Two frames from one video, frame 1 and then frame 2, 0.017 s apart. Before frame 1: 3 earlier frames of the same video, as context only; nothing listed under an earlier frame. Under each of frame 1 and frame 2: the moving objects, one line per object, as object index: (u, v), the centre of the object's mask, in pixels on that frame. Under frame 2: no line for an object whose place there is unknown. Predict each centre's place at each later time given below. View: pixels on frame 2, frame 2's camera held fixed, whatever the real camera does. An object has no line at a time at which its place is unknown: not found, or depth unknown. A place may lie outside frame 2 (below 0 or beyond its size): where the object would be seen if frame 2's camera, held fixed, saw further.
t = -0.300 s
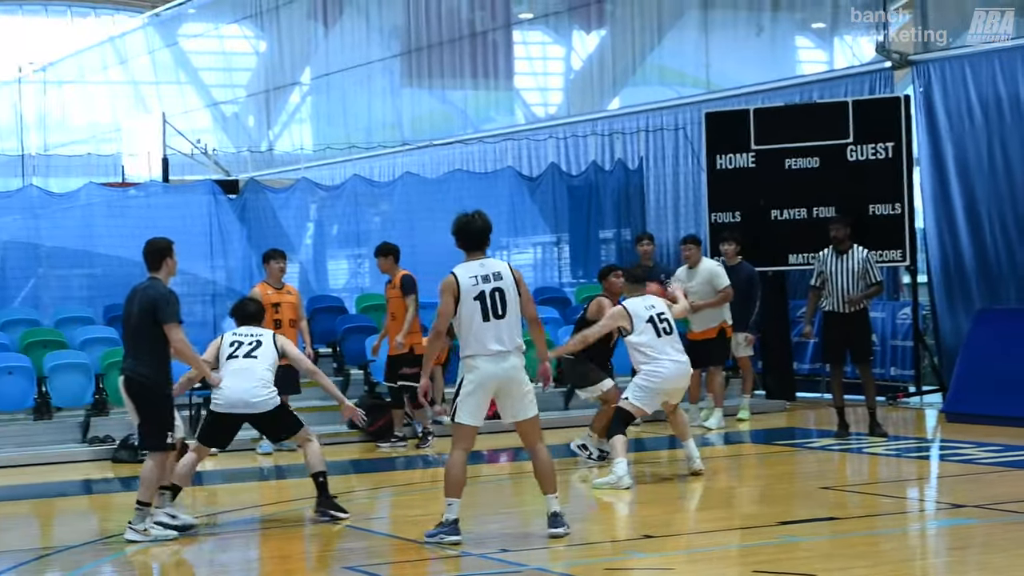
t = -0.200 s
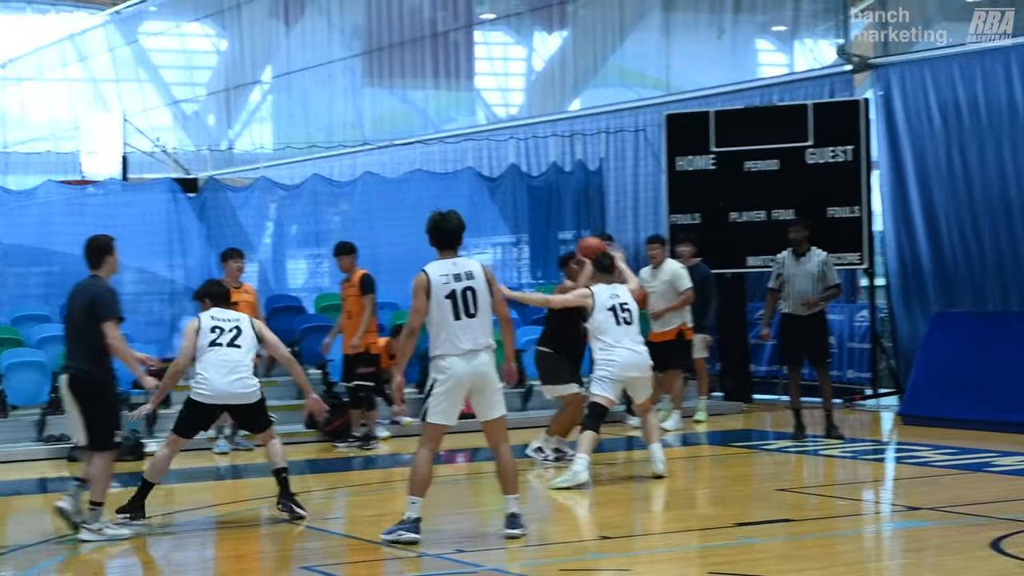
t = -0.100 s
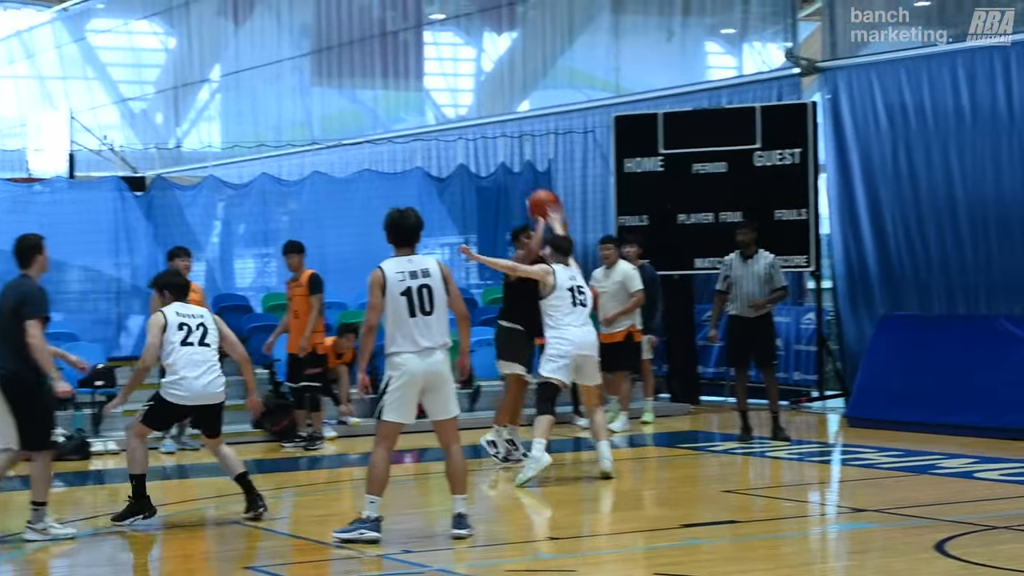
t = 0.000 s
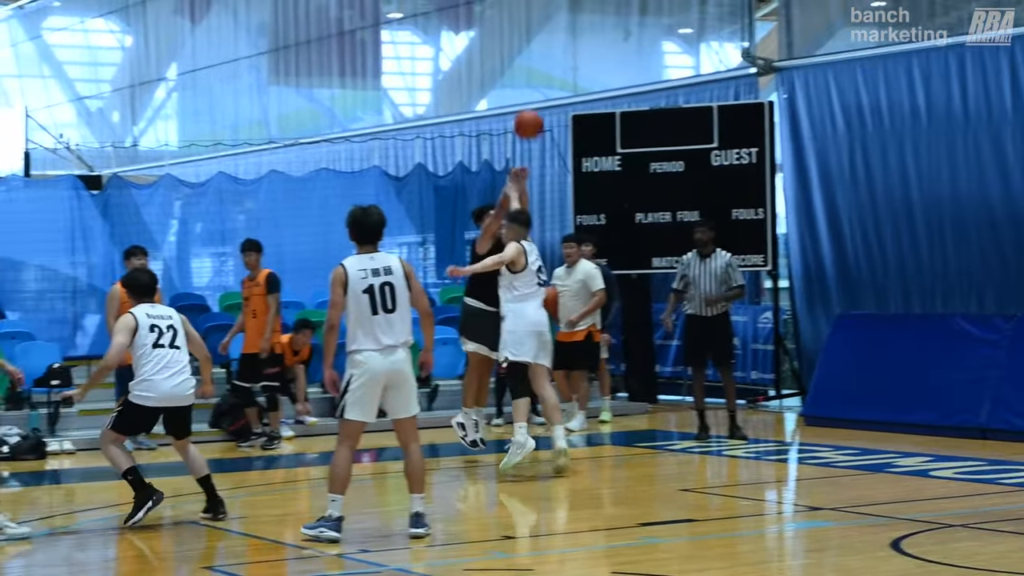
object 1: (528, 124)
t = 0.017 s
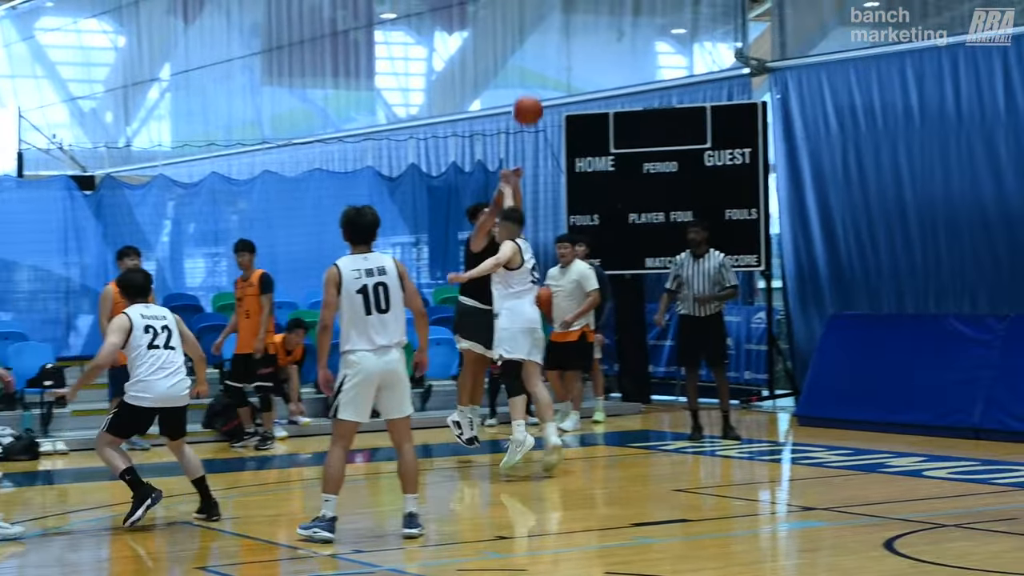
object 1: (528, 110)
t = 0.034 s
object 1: (534, 97)
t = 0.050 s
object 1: (540, 83)
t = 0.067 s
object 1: (547, 70)
